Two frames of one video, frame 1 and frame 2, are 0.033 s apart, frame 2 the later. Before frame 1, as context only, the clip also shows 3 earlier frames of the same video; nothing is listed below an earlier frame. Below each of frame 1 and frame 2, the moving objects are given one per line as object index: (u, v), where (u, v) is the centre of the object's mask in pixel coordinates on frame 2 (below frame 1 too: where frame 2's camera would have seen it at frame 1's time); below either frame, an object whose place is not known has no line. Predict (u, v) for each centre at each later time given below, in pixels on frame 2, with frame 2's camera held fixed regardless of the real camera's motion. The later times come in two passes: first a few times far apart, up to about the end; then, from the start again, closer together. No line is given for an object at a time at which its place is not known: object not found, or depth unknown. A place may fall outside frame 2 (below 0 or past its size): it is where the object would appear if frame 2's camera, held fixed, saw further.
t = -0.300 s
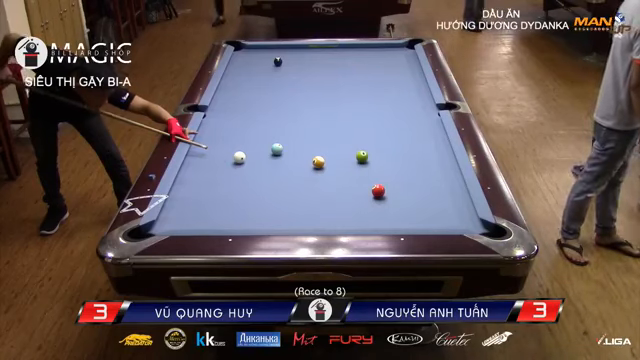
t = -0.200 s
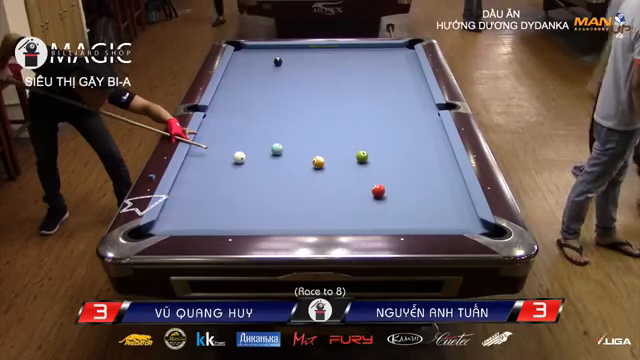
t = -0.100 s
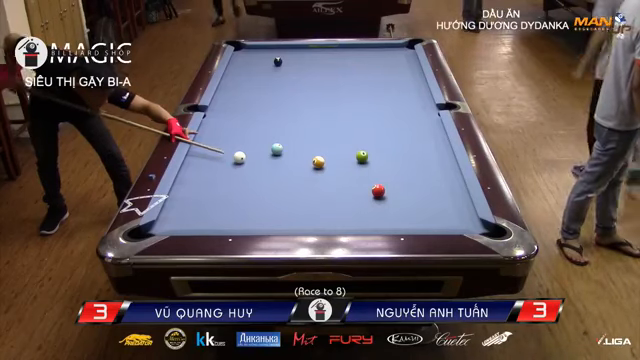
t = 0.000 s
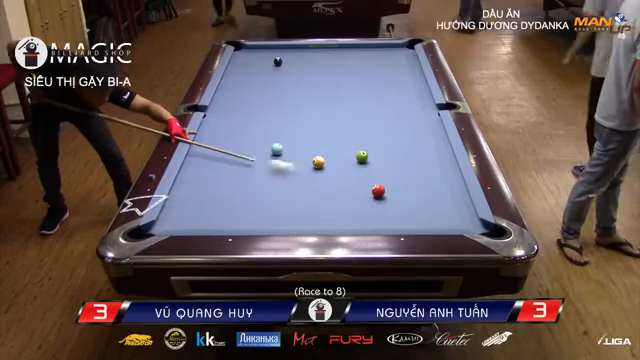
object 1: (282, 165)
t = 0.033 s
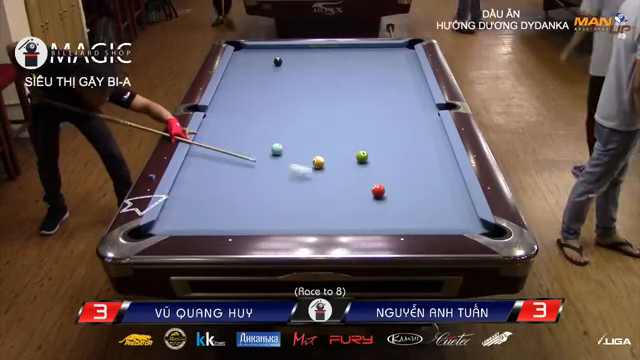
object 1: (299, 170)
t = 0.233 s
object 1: (377, 184)
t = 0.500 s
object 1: (405, 176)
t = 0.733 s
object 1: (429, 170)
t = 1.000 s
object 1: (450, 164)
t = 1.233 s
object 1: (435, 158)
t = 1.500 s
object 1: (419, 152)
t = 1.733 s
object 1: (406, 148)
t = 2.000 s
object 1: (392, 142)
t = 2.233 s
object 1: (382, 139)
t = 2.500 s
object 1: (371, 135)
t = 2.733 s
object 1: (362, 132)
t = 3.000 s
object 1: (353, 128)
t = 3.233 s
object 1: (345, 126)
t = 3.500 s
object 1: (338, 123)
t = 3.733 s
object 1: (332, 121)
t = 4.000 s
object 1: (326, 119)
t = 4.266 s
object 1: (320, 118)
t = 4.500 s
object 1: (316, 116)
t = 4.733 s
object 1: (313, 115)
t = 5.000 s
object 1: (310, 115)
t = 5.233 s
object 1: (307, 114)
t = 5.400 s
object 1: (306, 113)
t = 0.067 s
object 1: (319, 174)
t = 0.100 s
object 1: (340, 180)
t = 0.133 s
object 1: (358, 184)
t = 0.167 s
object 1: (370, 186)
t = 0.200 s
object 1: (373, 185)
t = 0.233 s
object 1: (377, 184)
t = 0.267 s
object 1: (380, 183)
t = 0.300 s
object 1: (384, 181)
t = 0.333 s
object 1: (388, 180)
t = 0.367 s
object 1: (391, 180)
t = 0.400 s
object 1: (395, 179)
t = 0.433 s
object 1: (398, 178)
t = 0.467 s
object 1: (402, 177)
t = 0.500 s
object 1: (405, 176)
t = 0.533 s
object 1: (409, 175)
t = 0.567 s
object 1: (412, 174)
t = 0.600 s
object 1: (416, 173)
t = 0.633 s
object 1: (419, 172)
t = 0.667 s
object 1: (423, 172)
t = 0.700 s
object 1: (426, 171)
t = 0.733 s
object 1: (429, 170)
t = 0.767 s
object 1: (433, 169)
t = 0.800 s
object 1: (436, 168)
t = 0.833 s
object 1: (439, 168)
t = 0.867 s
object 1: (442, 167)
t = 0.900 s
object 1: (445, 166)
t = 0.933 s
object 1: (449, 166)
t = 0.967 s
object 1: (452, 165)
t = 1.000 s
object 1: (450, 164)
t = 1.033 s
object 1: (448, 163)
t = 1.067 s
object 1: (446, 162)
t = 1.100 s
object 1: (443, 161)
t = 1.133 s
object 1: (441, 160)
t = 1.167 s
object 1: (439, 160)
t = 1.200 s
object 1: (437, 159)
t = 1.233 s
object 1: (435, 158)
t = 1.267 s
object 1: (432, 157)
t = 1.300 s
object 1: (431, 157)
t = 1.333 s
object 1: (428, 156)
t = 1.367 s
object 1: (426, 155)
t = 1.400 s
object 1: (424, 155)
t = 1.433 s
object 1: (423, 154)
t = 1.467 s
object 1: (421, 153)
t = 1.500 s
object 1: (419, 152)
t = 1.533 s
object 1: (417, 152)
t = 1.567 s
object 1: (415, 151)
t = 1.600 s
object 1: (413, 150)
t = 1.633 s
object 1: (411, 149)
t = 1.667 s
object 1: (410, 149)
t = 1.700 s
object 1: (408, 148)
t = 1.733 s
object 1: (406, 148)
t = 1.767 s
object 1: (404, 147)
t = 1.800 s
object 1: (402, 146)
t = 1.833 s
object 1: (401, 146)
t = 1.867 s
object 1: (399, 145)
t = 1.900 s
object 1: (397, 145)
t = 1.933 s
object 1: (396, 144)
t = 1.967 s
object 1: (394, 143)
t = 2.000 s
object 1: (392, 142)
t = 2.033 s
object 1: (391, 142)
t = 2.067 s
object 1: (389, 142)
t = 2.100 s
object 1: (388, 141)
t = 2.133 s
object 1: (387, 141)
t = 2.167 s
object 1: (385, 140)
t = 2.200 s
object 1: (384, 139)
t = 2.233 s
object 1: (382, 139)
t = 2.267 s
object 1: (381, 138)
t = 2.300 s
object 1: (379, 138)
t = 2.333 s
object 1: (378, 137)
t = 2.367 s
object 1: (377, 137)
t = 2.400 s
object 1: (375, 136)
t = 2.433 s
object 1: (374, 136)
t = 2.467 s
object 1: (372, 135)
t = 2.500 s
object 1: (371, 135)
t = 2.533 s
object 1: (370, 135)
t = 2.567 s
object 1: (368, 134)
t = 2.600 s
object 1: (367, 134)
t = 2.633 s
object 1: (366, 133)
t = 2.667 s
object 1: (365, 133)
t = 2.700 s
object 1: (363, 132)
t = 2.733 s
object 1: (362, 132)
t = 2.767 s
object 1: (361, 131)
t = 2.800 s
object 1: (359, 131)
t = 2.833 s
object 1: (358, 130)
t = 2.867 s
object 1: (357, 130)
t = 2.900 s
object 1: (356, 130)
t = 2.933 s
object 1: (355, 129)
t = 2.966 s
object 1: (354, 129)
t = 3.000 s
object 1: (353, 128)
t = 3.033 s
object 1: (352, 128)
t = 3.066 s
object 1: (351, 128)
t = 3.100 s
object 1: (349, 127)
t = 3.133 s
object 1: (349, 127)
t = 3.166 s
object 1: (347, 127)
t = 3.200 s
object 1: (346, 126)
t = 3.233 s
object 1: (345, 126)
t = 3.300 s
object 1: (343, 125)
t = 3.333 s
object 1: (342, 125)
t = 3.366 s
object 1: (341, 125)
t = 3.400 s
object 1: (340, 124)
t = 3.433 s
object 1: (339, 124)
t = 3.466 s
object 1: (338, 123)
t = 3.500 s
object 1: (338, 123)
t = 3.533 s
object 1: (337, 123)
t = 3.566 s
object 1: (336, 122)
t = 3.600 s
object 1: (335, 122)
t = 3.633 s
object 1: (334, 122)
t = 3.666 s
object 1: (333, 122)
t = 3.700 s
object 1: (332, 122)
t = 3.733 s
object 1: (332, 121)
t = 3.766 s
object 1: (331, 121)
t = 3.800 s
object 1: (330, 121)
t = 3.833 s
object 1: (329, 121)
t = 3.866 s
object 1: (328, 120)
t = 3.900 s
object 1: (328, 120)
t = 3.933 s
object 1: (327, 120)
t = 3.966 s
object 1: (326, 119)
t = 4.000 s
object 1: (326, 119)
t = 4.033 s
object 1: (325, 119)
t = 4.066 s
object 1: (324, 119)
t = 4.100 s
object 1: (323, 119)
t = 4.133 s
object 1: (323, 118)
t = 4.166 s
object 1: (322, 118)
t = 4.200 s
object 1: (321, 118)
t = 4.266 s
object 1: (320, 118)
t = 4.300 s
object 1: (319, 117)
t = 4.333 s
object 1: (318, 117)
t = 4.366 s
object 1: (318, 117)
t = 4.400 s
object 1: (318, 117)
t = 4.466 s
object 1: (317, 116)
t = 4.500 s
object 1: (316, 116)
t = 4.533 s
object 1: (315, 116)
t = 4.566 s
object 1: (315, 116)
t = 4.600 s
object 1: (314, 116)
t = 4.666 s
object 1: (314, 116)
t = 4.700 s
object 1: (313, 116)
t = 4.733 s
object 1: (313, 115)
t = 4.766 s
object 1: (312, 115)
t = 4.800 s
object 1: (312, 115)
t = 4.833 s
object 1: (311, 115)
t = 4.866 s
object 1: (311, 115)
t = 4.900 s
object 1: (311, 115)
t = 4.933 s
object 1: (310, 115)
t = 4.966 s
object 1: (310, 115)
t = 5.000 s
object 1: (310, 115)
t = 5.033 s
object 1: (309, 114)
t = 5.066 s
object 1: (309, 114)
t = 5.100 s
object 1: (308, 114)
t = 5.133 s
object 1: (308, 114)
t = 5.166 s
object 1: (308, 114)
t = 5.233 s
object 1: (307, 114)
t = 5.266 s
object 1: (307, 114)
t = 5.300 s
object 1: (307, 114)
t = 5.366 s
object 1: (307, 114)
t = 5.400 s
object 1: (306, 113)
